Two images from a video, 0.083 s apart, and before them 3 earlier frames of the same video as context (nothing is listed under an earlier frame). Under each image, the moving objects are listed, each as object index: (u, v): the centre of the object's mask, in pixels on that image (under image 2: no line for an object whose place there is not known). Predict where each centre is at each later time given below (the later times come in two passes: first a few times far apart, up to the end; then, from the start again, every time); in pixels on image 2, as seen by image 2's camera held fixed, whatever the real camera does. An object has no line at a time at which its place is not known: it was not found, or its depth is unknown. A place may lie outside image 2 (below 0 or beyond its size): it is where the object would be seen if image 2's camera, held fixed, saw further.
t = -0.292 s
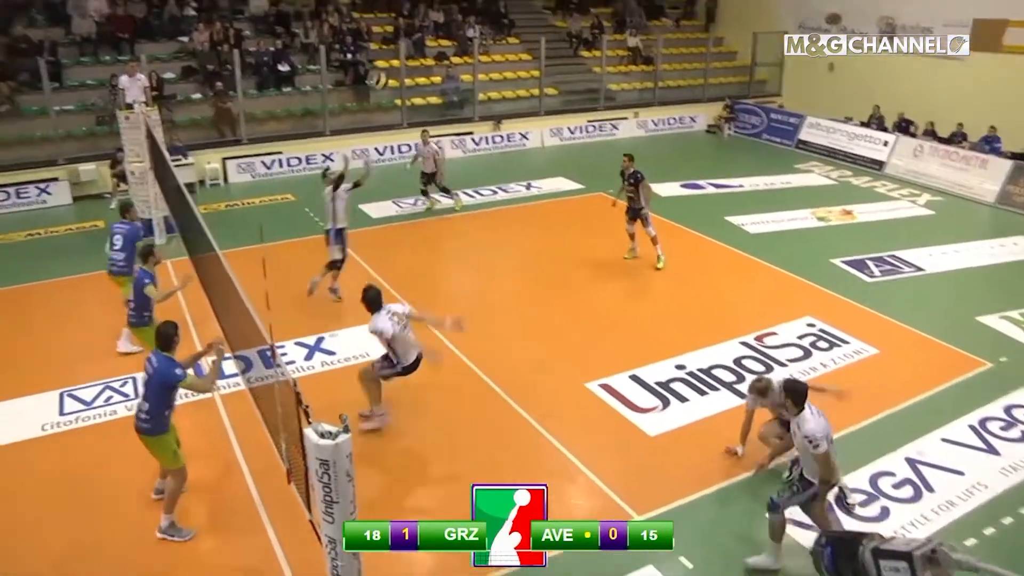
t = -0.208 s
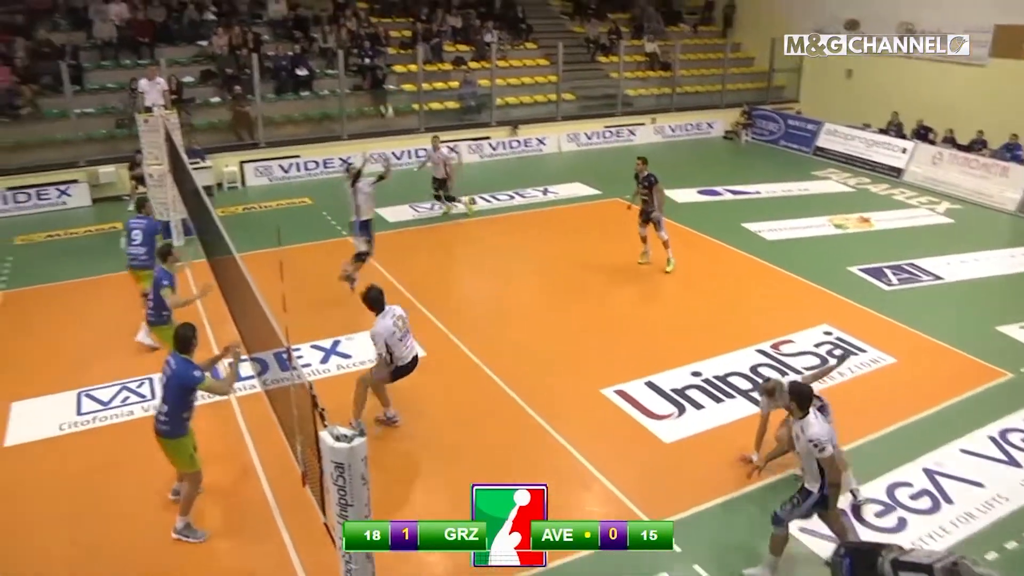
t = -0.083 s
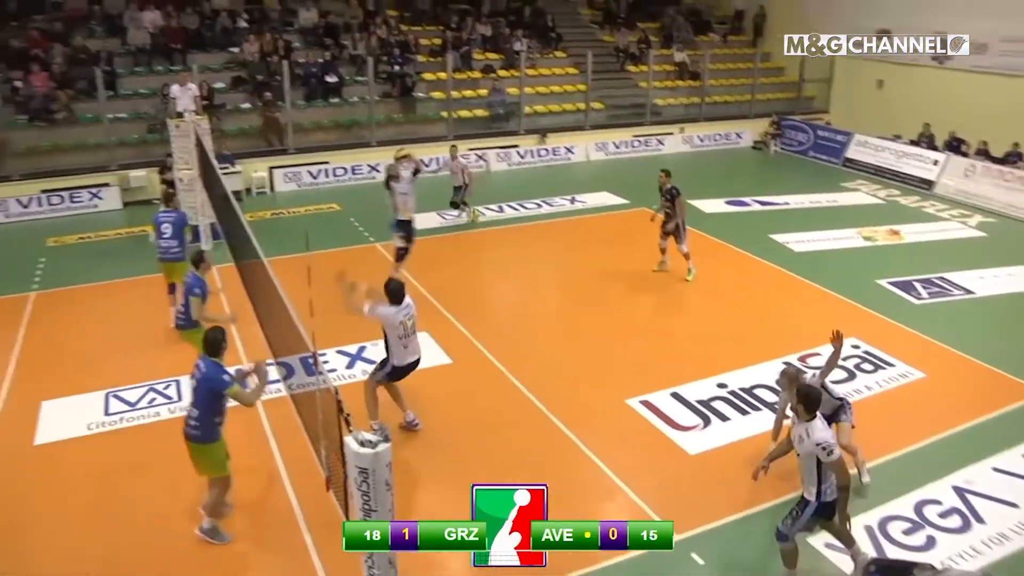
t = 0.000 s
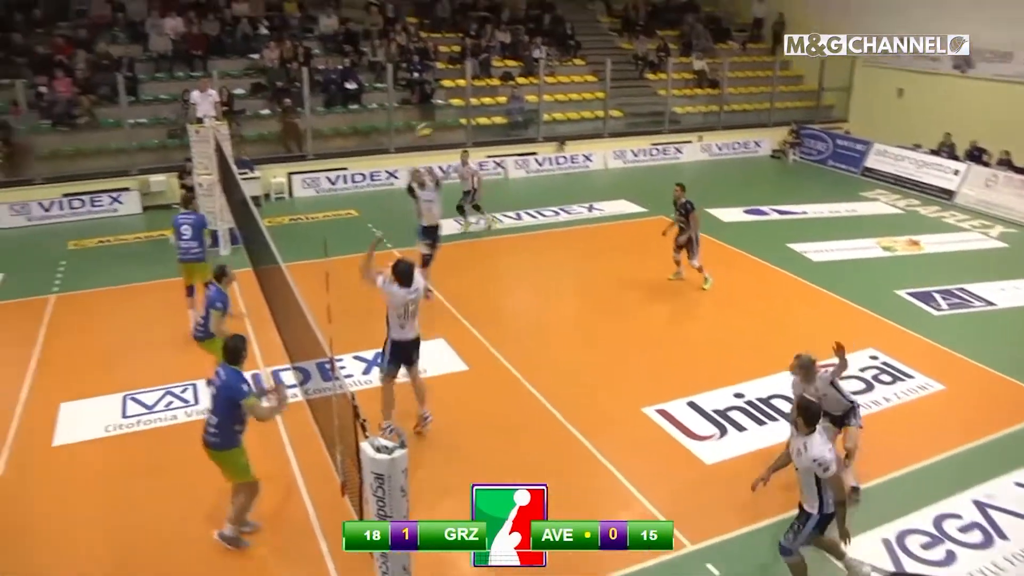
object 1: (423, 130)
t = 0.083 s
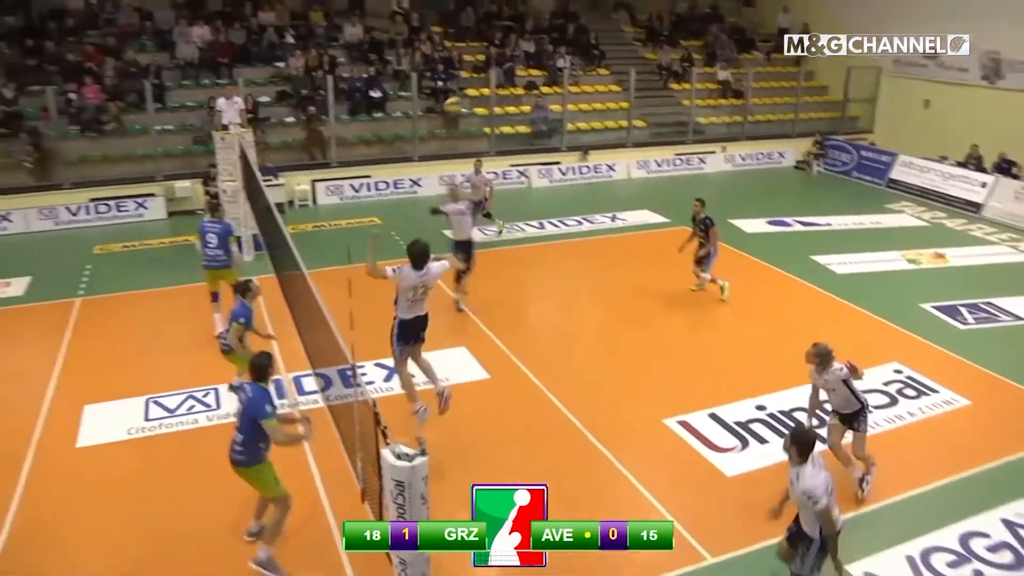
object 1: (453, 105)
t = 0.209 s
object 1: (462, 69)
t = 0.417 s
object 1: (477, 28)
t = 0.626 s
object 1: (496, 19)
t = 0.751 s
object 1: (509, 39)
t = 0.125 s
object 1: (455, 92)
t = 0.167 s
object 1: (459, 80)
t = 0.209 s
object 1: (462, 69)
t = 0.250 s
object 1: (465, 60)
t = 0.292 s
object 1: (468, 50)
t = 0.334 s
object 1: (471, 41)
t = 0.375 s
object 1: (474, 33)
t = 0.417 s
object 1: (477, 28)
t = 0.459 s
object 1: (480, 22)
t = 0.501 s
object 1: (485, 17)
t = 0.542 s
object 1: (489, 16)
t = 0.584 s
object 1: (493, 16)
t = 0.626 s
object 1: (496, 19)
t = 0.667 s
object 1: (501, 23)
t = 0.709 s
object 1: (504, 30)
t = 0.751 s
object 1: (509, 39)
